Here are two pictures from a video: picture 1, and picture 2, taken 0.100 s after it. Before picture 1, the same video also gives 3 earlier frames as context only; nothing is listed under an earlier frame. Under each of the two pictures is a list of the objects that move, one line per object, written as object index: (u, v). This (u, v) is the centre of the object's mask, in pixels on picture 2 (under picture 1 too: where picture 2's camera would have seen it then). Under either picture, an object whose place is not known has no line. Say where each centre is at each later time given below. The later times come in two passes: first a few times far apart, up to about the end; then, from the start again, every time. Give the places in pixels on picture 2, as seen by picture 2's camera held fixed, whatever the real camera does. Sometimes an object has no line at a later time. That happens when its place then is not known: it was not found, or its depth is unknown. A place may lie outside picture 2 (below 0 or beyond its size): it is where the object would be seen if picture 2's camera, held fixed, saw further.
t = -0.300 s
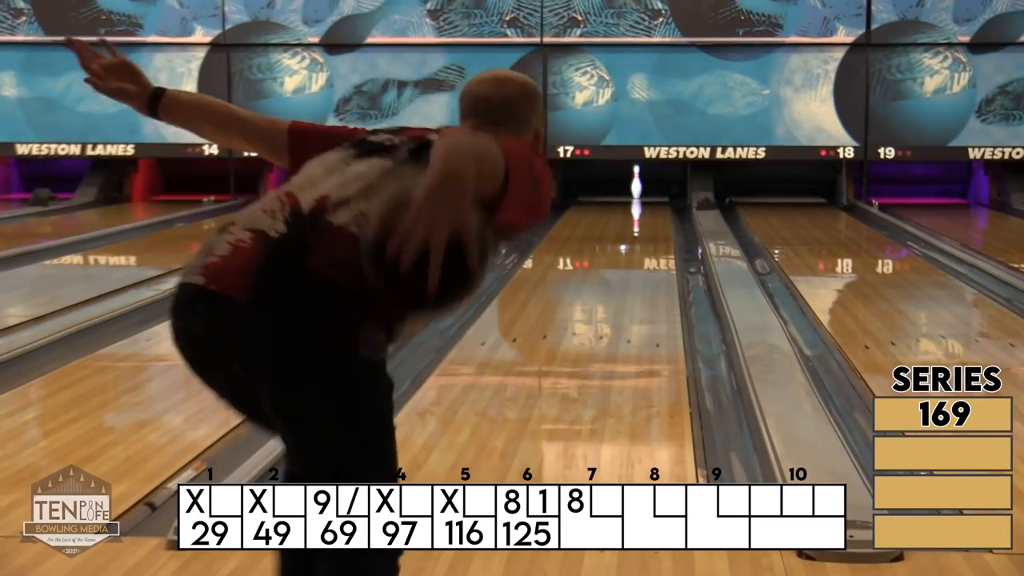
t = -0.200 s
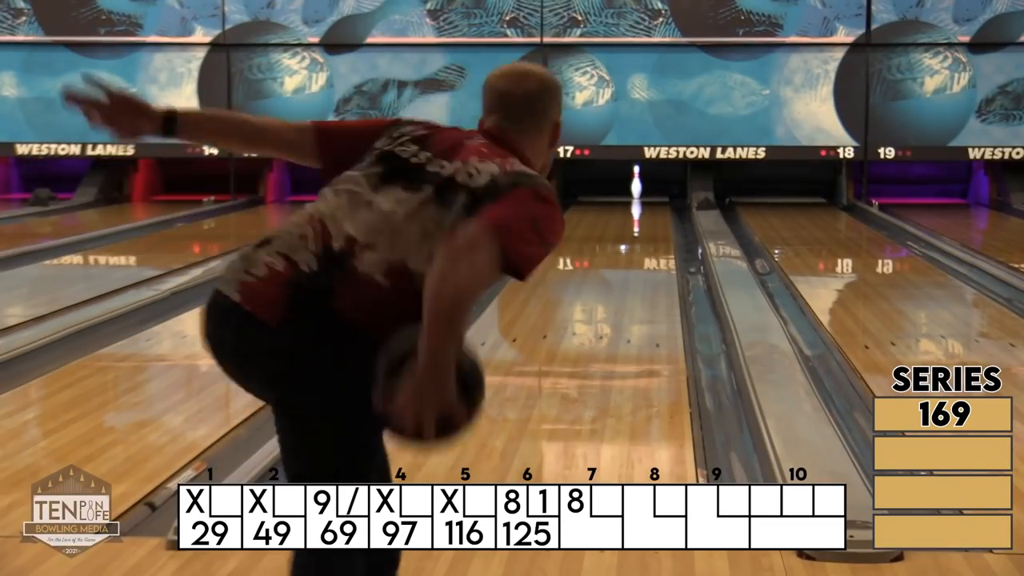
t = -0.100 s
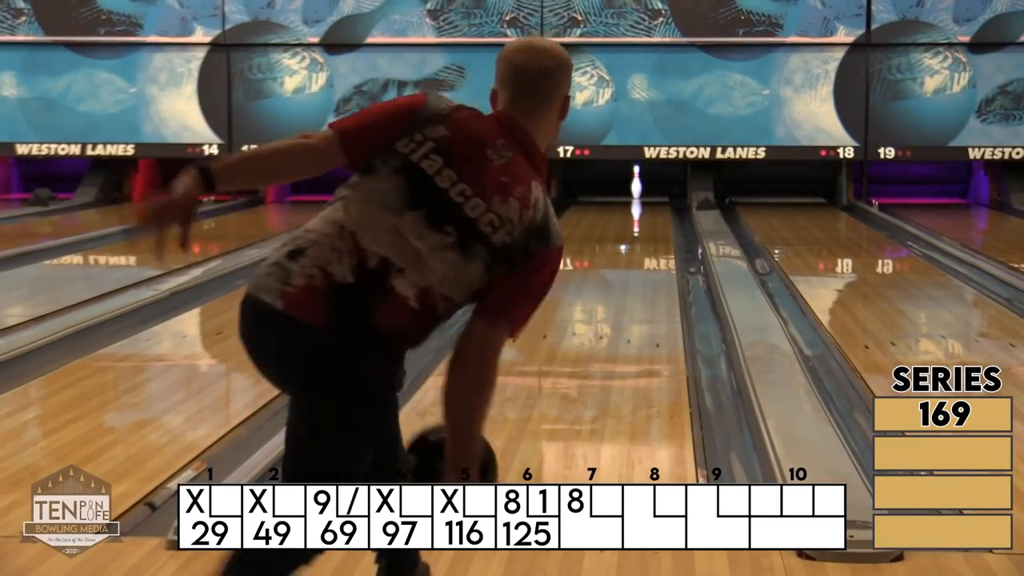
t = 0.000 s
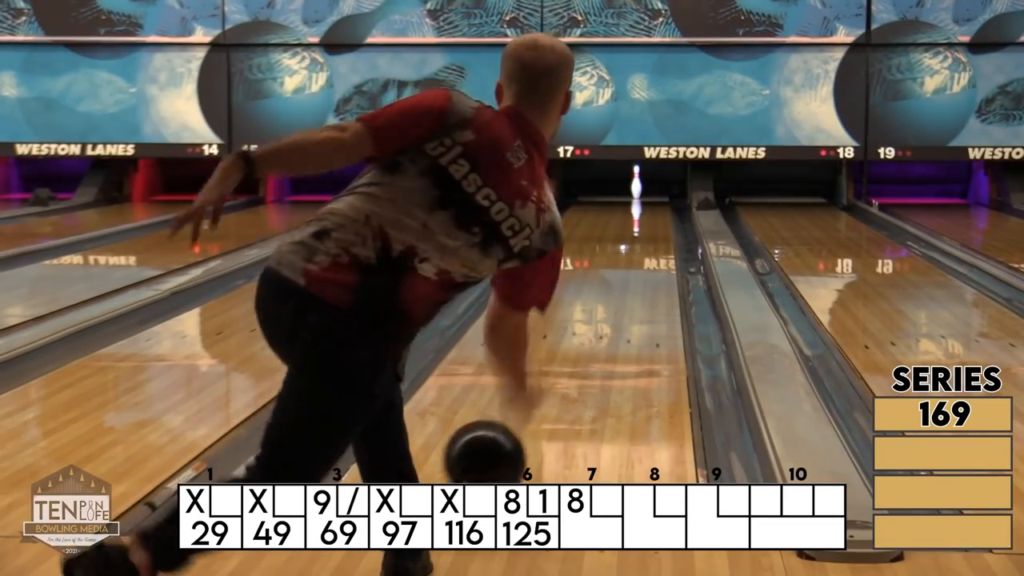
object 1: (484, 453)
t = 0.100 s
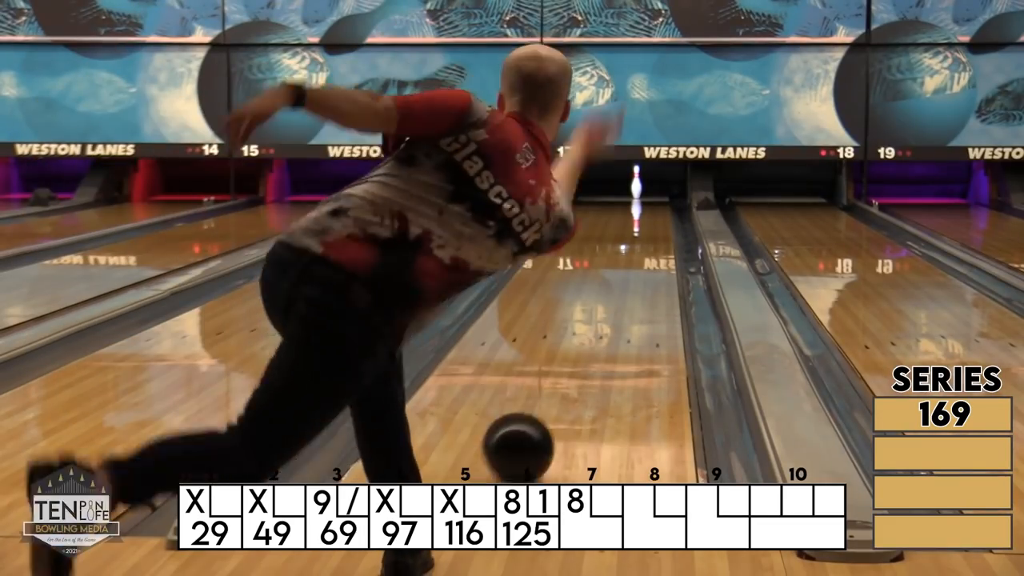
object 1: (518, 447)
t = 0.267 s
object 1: (557, 385)
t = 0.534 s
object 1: (593, 325)
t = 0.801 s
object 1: (621, 282)
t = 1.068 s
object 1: (636, 254)
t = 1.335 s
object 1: (646, 234)
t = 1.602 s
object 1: (654, 219)
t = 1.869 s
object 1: (658, 208)
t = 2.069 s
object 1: (659, 201)
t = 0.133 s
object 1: (527, 433)
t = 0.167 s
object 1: (536, 421)
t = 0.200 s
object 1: (544, 408)
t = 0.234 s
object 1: (551, 396)
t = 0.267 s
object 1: (557, 385)
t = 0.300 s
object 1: (563, 375)
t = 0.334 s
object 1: (569, 367)
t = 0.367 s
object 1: (575, 358)
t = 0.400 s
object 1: (580, 350)
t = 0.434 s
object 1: (584, 343)
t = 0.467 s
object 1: (589, 335)
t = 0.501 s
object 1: (593, 328)
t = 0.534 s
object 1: (593, 325)
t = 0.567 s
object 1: (605, 315)
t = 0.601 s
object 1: (604, 310)
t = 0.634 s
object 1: (607, 305)
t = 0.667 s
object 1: (610, 300)
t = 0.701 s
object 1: (613, 295)
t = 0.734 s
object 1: (616, 291)
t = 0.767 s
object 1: (618, 286)
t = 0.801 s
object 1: (621, 282)
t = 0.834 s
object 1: (623, 278)
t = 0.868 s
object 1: (625, 274)
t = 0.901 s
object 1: (627, 270)
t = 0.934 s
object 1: (629, 266)
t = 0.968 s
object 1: (631, 263)
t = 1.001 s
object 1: (633, 260)
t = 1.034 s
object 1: (634, 257)
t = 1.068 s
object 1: (636, 254)
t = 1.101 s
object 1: (637, 251)
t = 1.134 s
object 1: (639, 249)
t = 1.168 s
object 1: (640, 246)
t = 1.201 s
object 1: (642, 243)
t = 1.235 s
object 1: (643, 241)
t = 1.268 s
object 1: (644, 238)
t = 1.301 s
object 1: (646, 236)
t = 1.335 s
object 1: (646, 234)
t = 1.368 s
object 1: (647, 232)
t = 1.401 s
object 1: (648, 230)
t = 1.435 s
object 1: (649, 228)
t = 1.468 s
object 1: (651, 226)
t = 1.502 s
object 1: (651, 224)
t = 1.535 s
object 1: (652, 222)
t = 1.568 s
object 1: (653, 221)
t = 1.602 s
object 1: (654, 219)
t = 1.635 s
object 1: (654, 218)
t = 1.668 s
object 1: (655, 216)
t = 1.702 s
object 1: (655, 214)
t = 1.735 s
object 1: (656, 213)
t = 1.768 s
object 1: (657, 212)
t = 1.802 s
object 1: (657, 211)
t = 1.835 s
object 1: (657, 209)
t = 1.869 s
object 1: (658, 208)
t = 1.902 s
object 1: (658, 206)
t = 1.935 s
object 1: (659, 204)
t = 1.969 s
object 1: (659, 202)
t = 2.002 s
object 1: (659, 202)
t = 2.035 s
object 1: (659, 200)
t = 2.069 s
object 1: (659, 201)
